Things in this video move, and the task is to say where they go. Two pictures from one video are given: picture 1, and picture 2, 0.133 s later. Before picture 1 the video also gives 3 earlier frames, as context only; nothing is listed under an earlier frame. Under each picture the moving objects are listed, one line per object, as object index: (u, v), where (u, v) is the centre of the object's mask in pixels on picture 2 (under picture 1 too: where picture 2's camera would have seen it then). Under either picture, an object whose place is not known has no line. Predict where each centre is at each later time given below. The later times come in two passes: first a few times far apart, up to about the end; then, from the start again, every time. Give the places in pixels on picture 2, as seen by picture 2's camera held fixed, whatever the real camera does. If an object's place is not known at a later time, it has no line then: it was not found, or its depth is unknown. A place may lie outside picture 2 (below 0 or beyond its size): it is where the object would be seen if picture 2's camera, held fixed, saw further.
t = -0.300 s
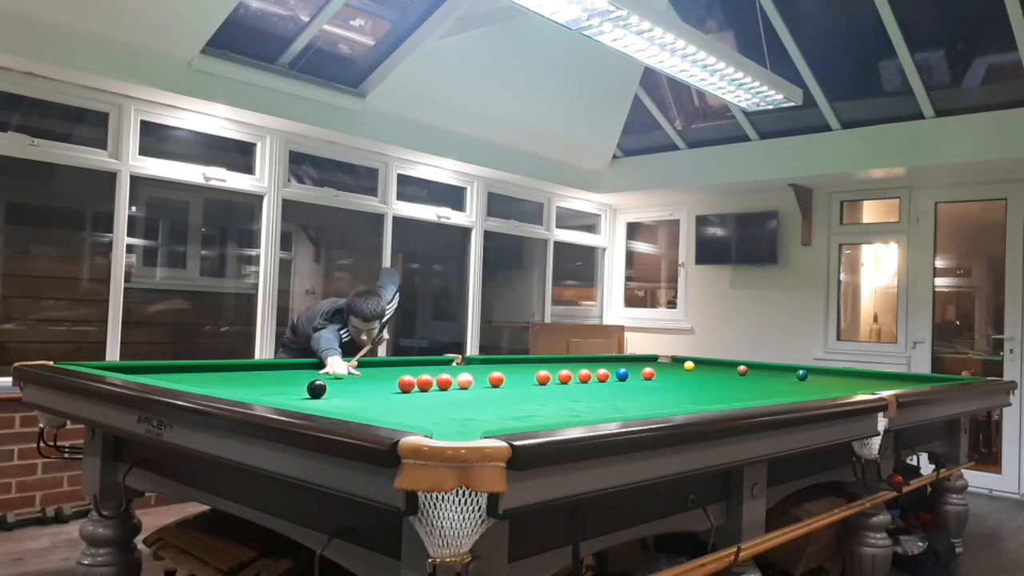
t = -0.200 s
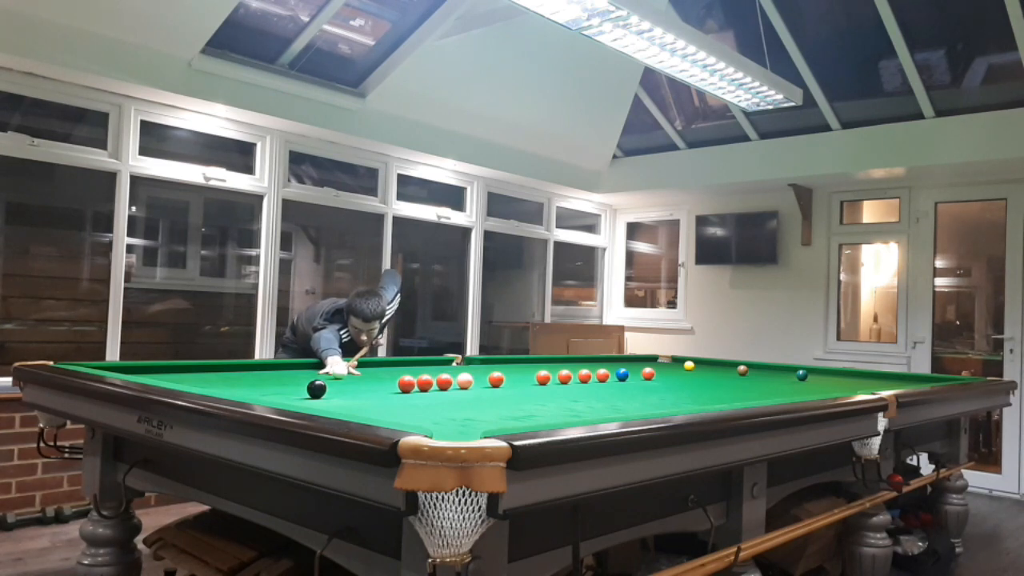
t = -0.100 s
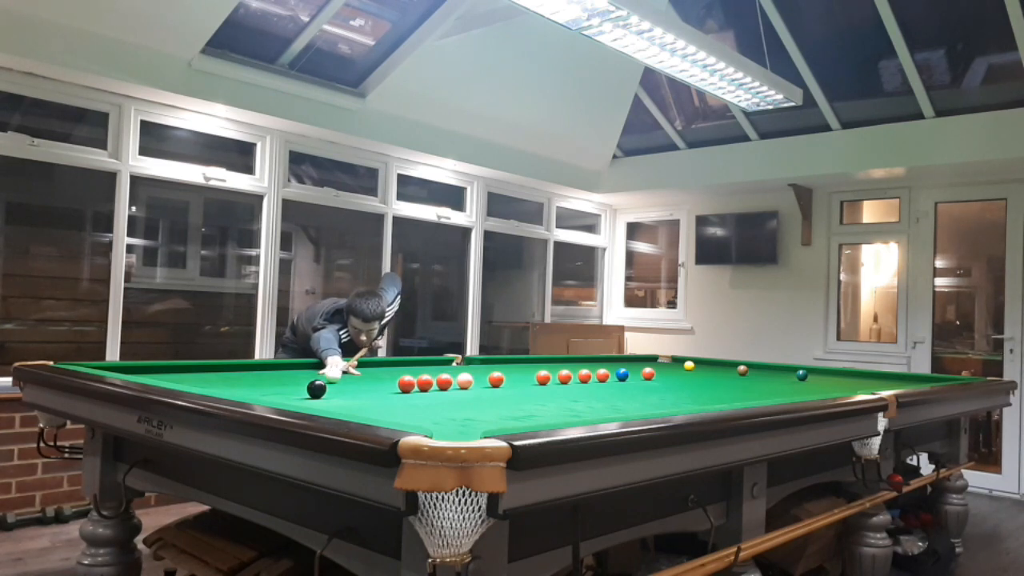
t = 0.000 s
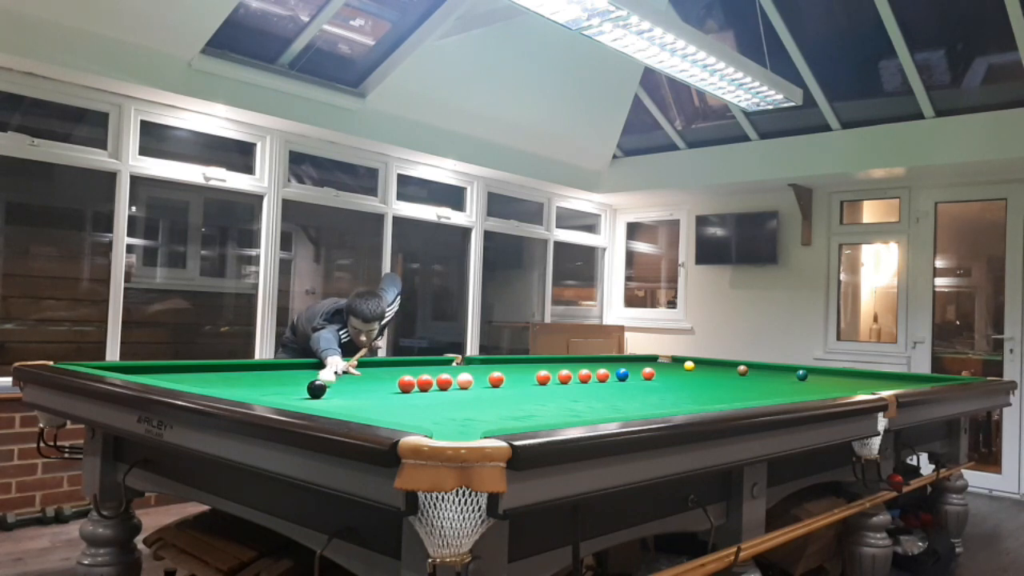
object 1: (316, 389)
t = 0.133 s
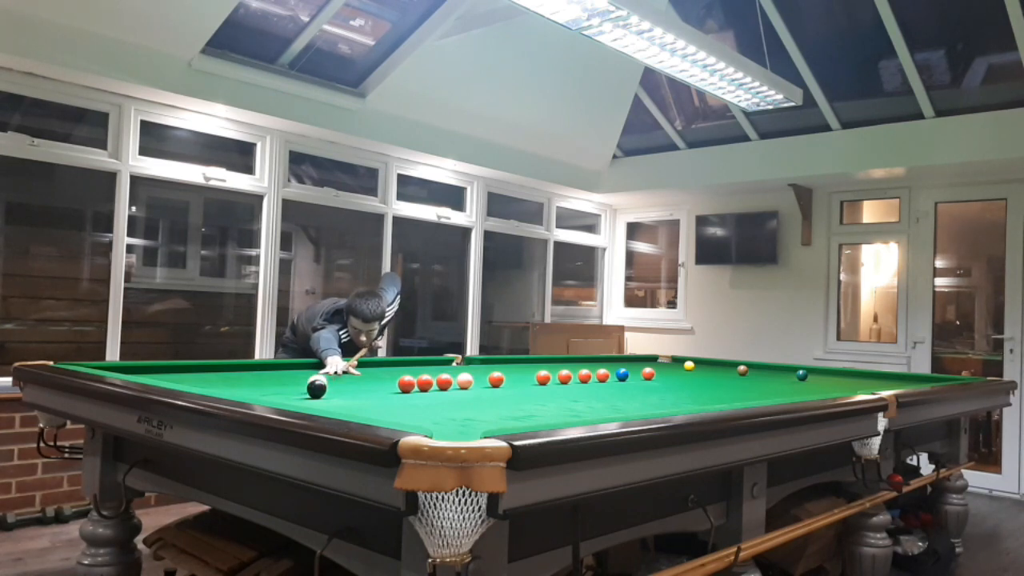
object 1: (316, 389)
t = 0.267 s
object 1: (323, 391)
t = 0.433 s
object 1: (336, 396)
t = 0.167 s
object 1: (316, 389)
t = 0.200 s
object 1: (316, 389)
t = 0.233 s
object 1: (320, 390)
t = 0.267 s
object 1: (323, 391)
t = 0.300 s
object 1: (325, 392)
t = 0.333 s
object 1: (328, 393)
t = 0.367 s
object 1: (330, 394)
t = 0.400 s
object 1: (333, 395)
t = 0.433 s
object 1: (336, 396)
